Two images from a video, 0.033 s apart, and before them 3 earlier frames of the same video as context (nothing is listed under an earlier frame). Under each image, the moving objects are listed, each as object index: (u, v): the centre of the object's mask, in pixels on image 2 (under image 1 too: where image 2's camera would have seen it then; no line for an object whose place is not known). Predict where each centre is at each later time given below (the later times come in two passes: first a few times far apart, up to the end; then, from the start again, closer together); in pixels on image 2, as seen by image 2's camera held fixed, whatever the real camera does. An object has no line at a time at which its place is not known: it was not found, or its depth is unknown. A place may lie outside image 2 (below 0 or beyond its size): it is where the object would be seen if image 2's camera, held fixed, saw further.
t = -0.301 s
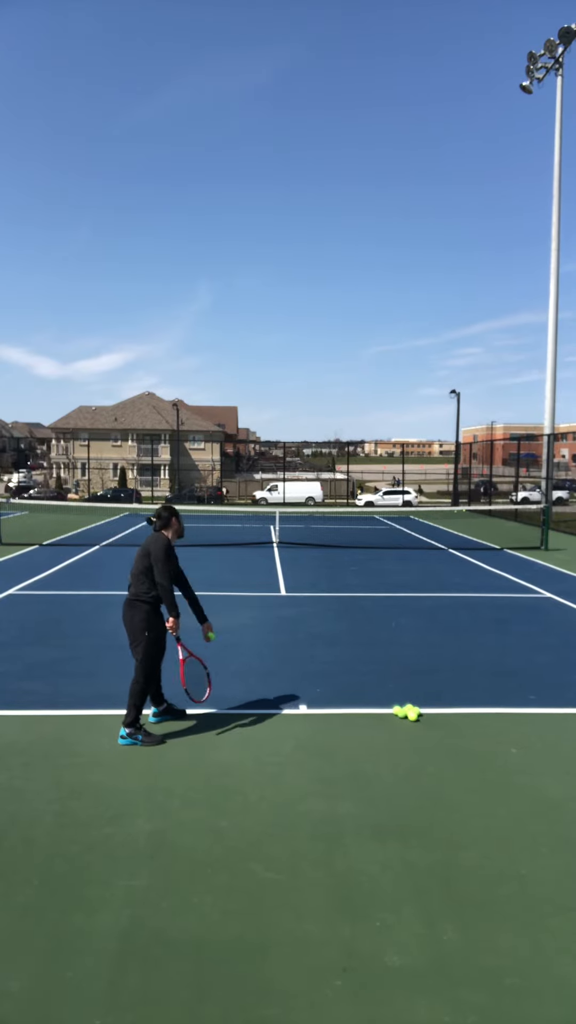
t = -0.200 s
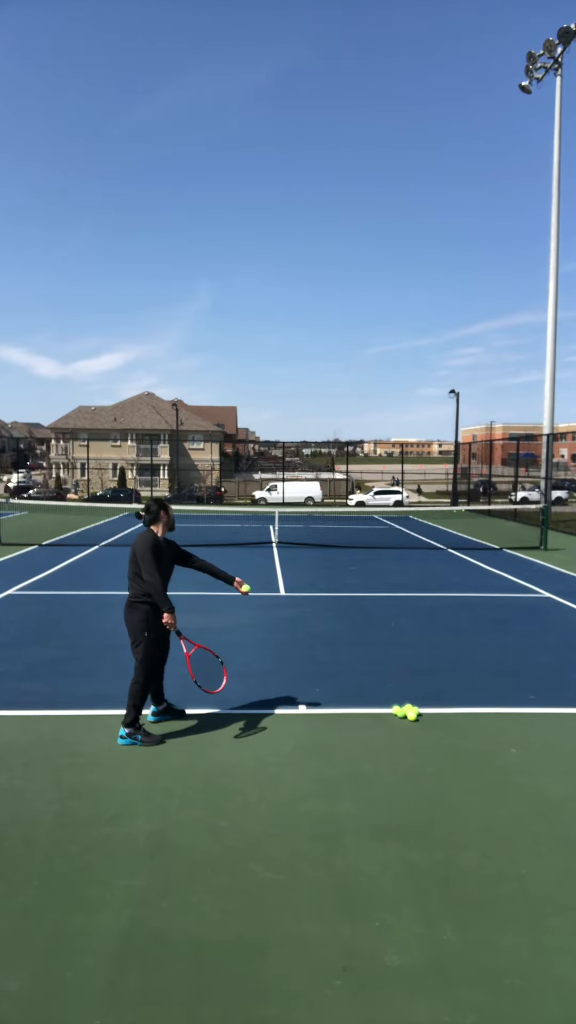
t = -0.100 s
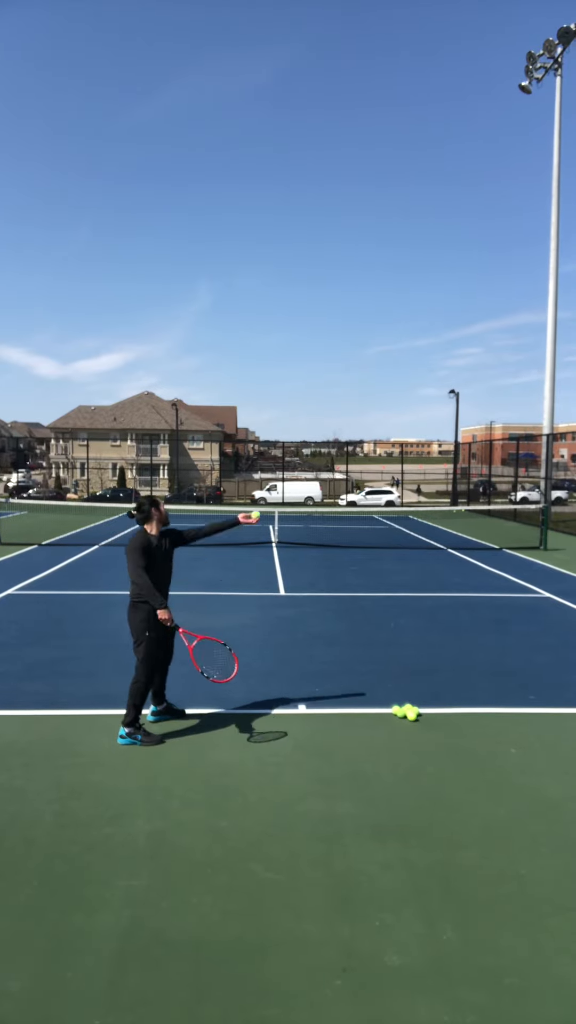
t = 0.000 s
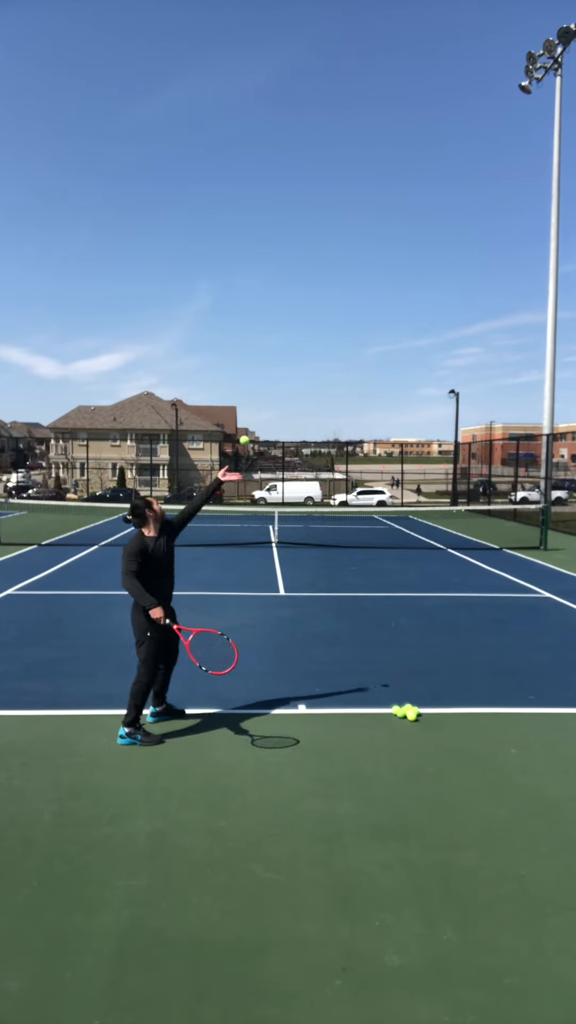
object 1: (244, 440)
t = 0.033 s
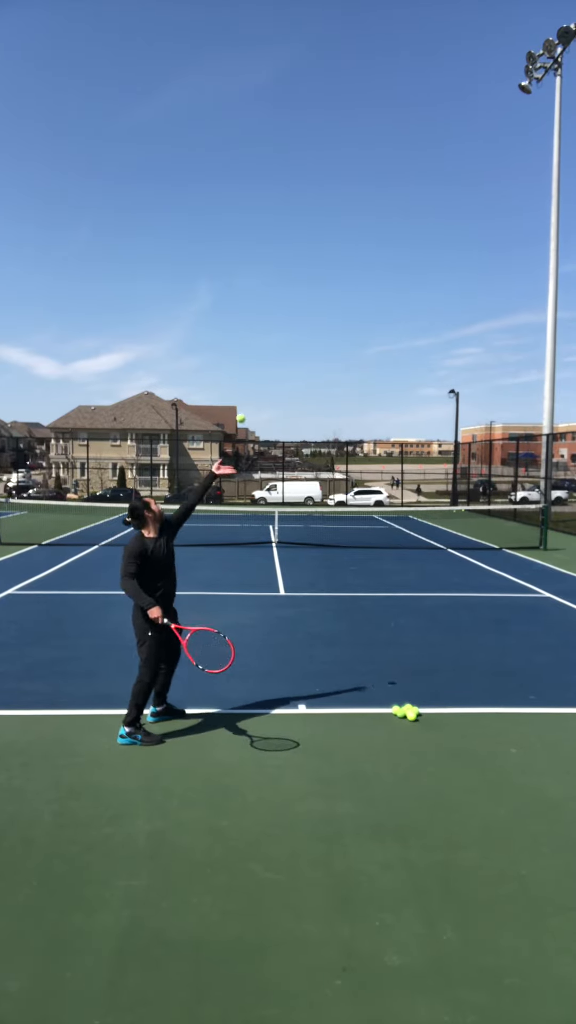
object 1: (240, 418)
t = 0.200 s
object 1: (223, 330)
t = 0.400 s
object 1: (204, 275)
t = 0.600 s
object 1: (188, 273)
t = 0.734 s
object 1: (180, 302)
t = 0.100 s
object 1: (233, 378)
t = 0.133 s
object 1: (229, 361)
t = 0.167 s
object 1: (226, 345)
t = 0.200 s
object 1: (223, 330)
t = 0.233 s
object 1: (220, 317)
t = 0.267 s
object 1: (216, 306)
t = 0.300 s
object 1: (213, 295)
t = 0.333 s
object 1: (210, 287)
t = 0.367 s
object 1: (207, 280)
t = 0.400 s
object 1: (204, 275)
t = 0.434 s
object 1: (201, 271)
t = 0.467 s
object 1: (198, 268)
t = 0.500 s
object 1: (196, 267)
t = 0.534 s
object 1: (193, 268)
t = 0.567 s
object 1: (191, 270)
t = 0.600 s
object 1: (188, 273)
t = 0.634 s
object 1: (186, 278)
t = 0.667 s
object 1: (184, 285)
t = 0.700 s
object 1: (182, 293)
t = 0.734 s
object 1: (180, 302)
